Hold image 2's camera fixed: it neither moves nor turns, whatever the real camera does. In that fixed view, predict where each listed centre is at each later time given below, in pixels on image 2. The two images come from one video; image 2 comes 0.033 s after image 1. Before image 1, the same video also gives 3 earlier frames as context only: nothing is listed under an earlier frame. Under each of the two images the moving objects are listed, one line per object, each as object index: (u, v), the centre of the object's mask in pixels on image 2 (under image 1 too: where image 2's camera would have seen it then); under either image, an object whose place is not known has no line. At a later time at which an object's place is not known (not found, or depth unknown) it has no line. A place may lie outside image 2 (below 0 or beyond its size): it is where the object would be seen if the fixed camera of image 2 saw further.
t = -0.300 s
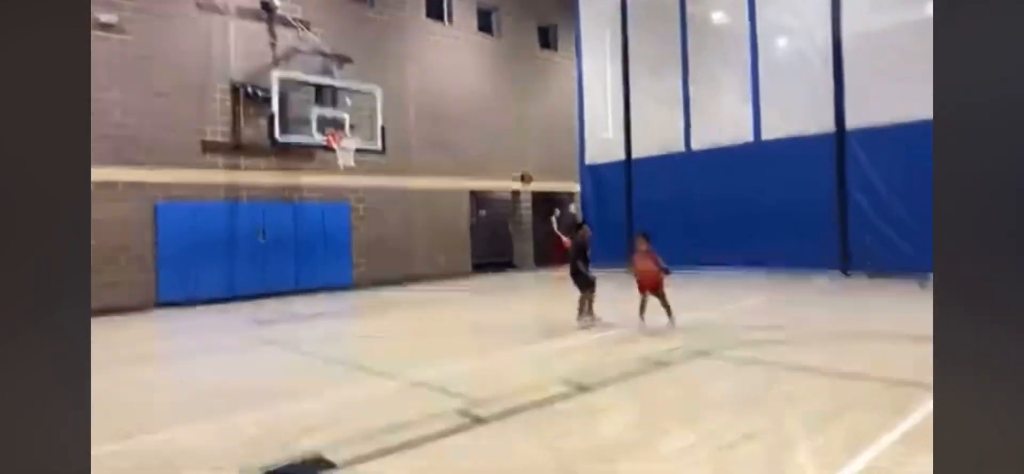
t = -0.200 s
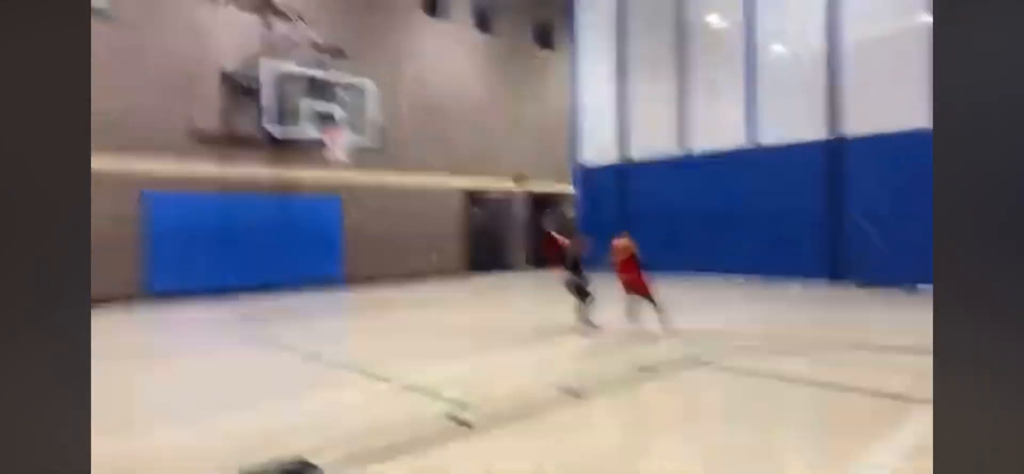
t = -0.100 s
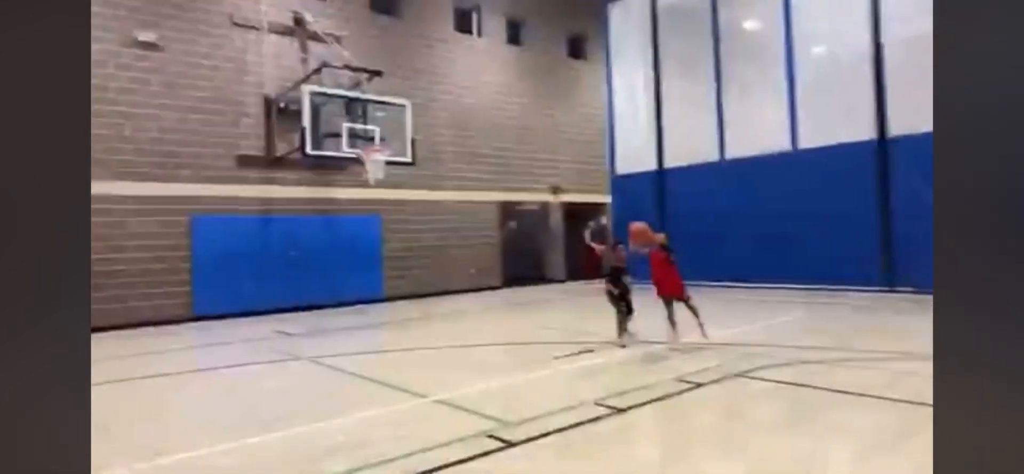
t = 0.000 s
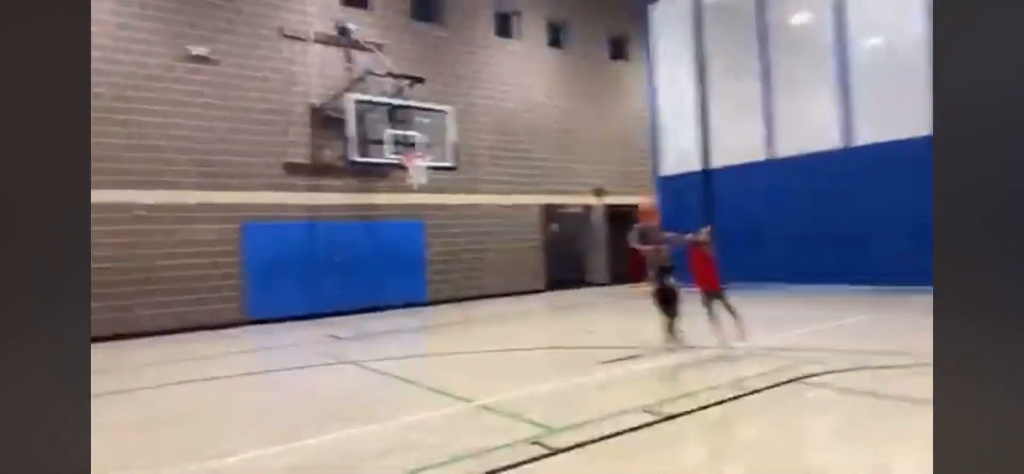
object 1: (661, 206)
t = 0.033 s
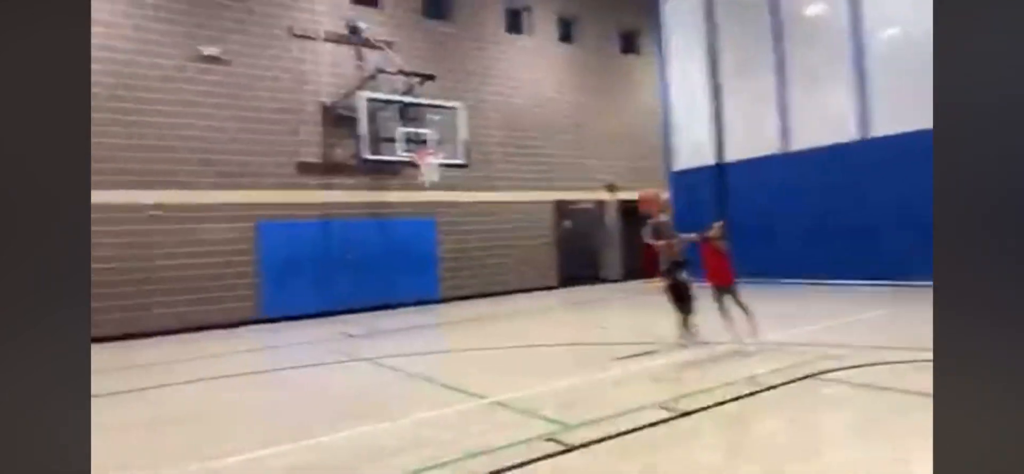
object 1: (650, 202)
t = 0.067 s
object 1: (634, 197)
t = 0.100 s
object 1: (621, 193)
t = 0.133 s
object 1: (607, 189)
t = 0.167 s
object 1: (594, 188)
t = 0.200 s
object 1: (576, 187)
